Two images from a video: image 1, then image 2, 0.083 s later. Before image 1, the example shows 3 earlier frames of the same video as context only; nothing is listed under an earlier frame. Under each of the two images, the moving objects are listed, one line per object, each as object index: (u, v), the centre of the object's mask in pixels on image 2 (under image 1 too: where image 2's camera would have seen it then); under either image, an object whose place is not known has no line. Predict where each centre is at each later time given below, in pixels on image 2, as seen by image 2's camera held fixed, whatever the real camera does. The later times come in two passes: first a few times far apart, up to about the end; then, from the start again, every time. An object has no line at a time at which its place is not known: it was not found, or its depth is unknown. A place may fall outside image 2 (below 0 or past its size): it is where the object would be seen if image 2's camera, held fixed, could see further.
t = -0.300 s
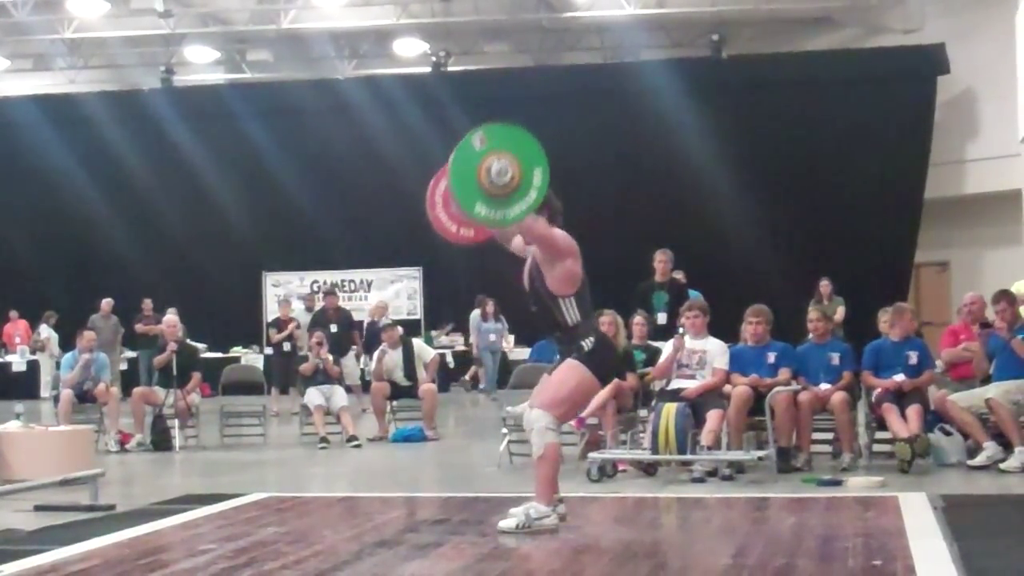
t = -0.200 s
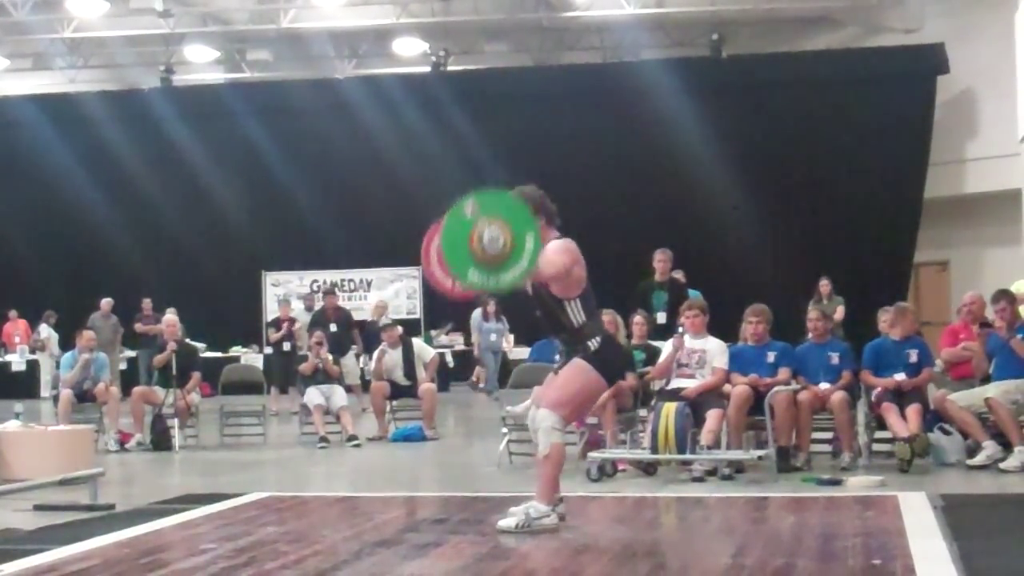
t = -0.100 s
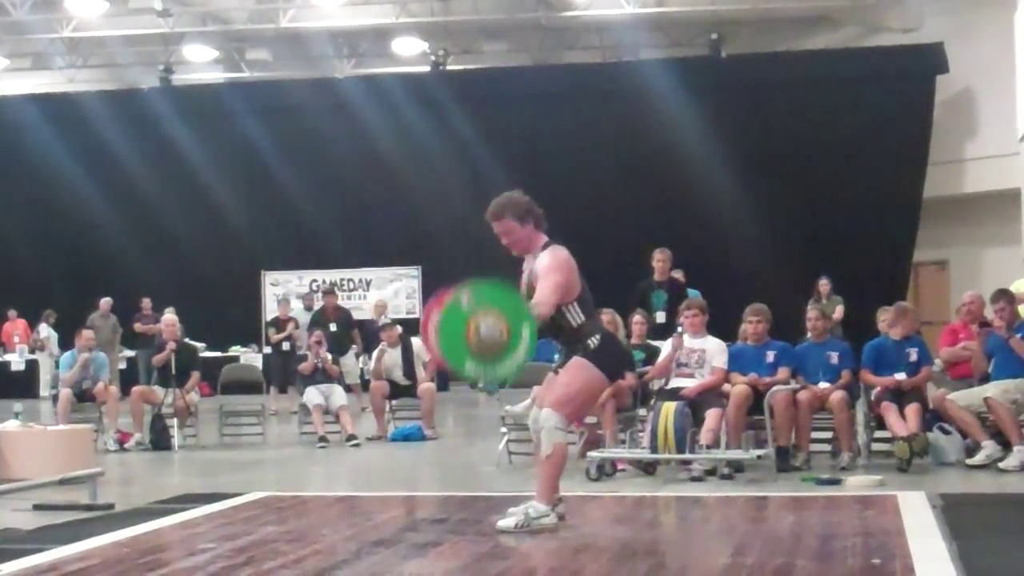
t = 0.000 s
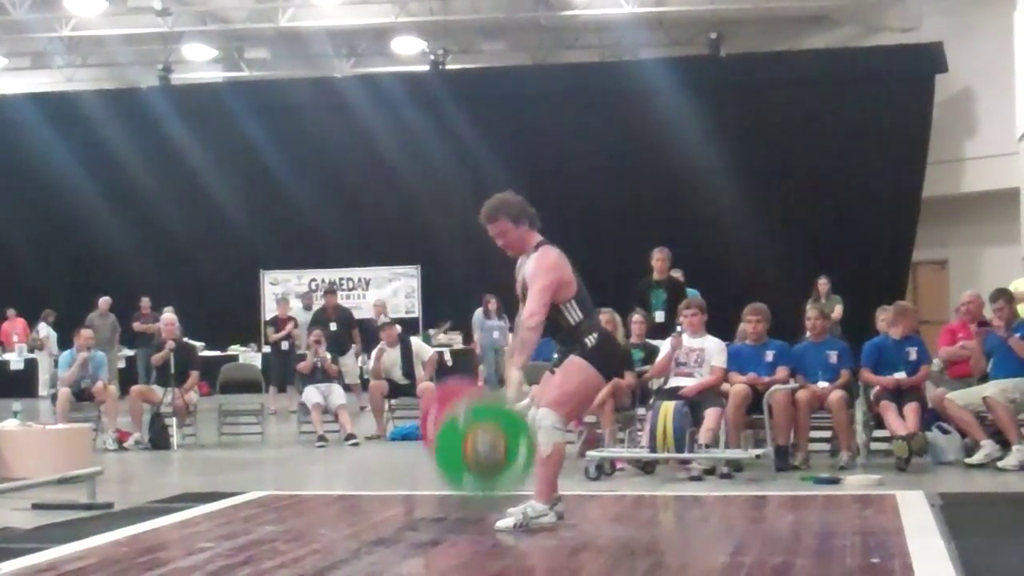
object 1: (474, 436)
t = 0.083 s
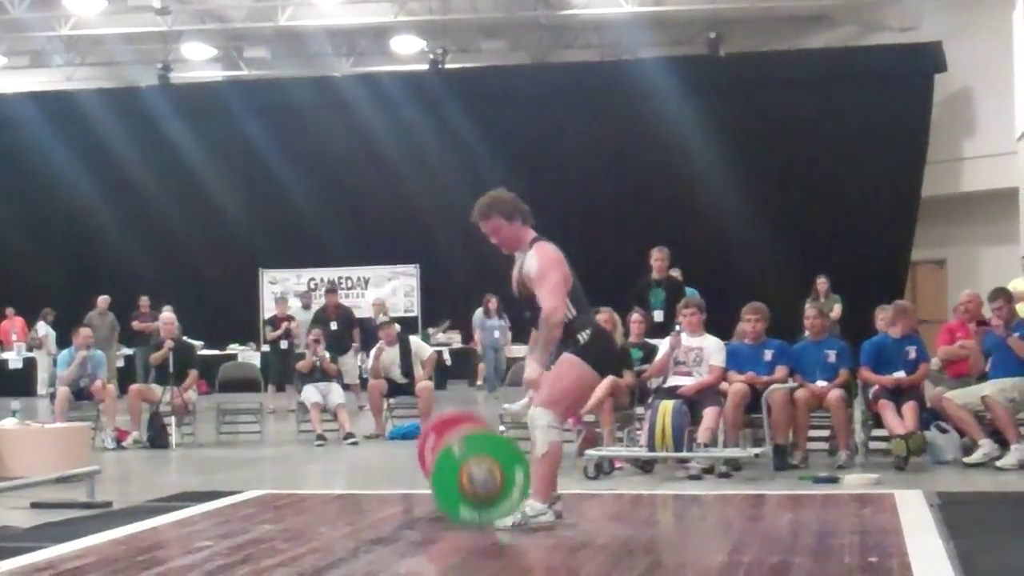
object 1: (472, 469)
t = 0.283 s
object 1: (465, 379)
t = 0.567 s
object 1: (458, 390)
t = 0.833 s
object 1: (455, 470)
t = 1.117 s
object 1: (450, 472)
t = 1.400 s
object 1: (449, 481)
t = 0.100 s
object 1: (472, 459)
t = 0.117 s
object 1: (472, 449)
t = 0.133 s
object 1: (472, 439)
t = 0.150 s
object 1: (473, 430)
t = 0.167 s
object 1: (474, 422)
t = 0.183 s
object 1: (472, 413)
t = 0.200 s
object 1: (471, 406)
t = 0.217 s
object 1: (471, 399)
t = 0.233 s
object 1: (469, 393)
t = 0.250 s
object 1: (467, 388)
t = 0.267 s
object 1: (466, 383)
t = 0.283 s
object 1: (465, 379)
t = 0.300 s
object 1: (465, 375)
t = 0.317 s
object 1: (464, 372)
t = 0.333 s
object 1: (464, 370)
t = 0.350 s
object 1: (464, 369)
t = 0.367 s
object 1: (463, 367)
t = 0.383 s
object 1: (462, 366)
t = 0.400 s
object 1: (461, 366)
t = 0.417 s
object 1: (461, 366)
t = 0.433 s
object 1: (461, 367)
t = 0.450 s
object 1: (461, 368)
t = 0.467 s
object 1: (460, 369)
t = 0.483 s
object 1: (459, 371)
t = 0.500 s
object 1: (459, 374)
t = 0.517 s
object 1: (458, 377)
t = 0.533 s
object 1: (458, 381)
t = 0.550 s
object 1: (458, 385)
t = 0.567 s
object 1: (458, 390)
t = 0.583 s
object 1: (457, 396)
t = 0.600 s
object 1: (457, 402)
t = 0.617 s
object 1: (456, 410)
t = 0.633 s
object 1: (456, 417)
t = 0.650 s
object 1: (456, 425)
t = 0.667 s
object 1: (455, 433)
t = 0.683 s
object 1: (455, 443)
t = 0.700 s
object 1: (455, 452)
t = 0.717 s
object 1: (454, 463)
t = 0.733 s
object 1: (454, 473)
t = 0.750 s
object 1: (454, 482)
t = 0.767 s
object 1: (454, 483)
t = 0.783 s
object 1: (455, 483)
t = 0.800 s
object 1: (455, 478)
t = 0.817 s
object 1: (455, 474)
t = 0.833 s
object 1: (455, 470)
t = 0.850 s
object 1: (454, 465)
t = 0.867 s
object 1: (454, 462)
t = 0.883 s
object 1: (453, 458)
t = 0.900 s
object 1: (453, 456)
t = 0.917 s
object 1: (453, 454)
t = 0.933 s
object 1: (453, 452)
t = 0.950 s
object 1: (452, 452)
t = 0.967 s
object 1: (452, 451)
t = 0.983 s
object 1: (452, 451)
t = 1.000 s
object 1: (452, 451)
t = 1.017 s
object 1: (451, 453)
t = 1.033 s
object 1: (451, 455)
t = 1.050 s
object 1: (451, 457)
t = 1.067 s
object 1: (450, 460)
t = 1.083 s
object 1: (450, 463)
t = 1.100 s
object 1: (450, 467)
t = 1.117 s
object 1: (450, 472)
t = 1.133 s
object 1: (450, 476)
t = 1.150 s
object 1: (449, 478)
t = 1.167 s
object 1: (450, 479)
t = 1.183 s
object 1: (450, 480)
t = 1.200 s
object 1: (450, 481)
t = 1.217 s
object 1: (451, 482)
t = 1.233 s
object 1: (450, 480)
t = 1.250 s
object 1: (450, 479)
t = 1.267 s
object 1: (450, 478)
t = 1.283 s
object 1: (449, 478)
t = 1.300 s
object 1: (449, 478)
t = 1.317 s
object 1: (449, 480)
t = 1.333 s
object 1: (449, 481)
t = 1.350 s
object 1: (449, 481)
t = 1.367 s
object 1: (449, 481)
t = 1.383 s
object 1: (449, 481)
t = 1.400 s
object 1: (449, 481)
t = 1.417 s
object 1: (449, 482)
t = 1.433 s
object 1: (449, 483)
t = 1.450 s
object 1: (449, 485)
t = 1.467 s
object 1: (450, 486)
